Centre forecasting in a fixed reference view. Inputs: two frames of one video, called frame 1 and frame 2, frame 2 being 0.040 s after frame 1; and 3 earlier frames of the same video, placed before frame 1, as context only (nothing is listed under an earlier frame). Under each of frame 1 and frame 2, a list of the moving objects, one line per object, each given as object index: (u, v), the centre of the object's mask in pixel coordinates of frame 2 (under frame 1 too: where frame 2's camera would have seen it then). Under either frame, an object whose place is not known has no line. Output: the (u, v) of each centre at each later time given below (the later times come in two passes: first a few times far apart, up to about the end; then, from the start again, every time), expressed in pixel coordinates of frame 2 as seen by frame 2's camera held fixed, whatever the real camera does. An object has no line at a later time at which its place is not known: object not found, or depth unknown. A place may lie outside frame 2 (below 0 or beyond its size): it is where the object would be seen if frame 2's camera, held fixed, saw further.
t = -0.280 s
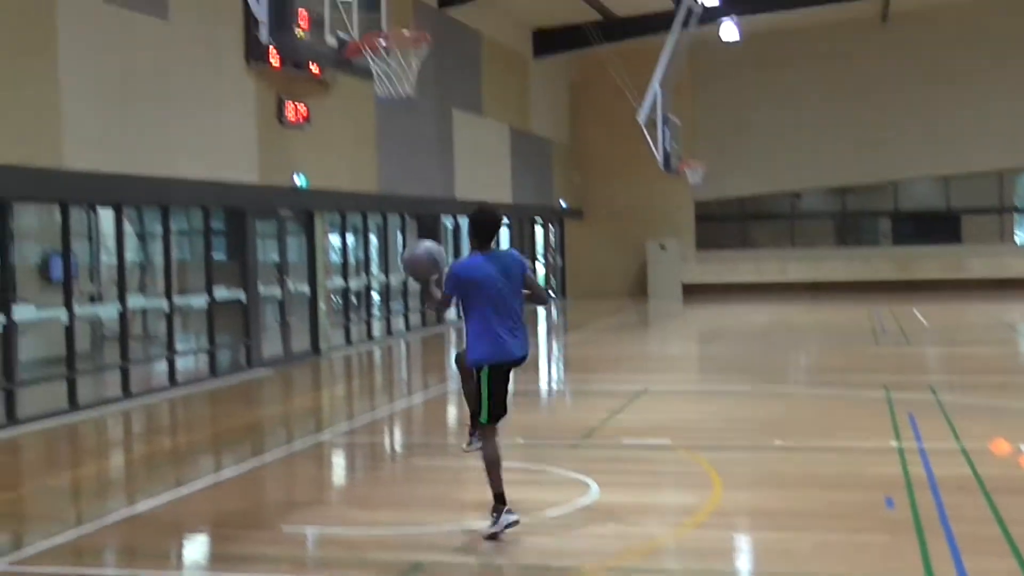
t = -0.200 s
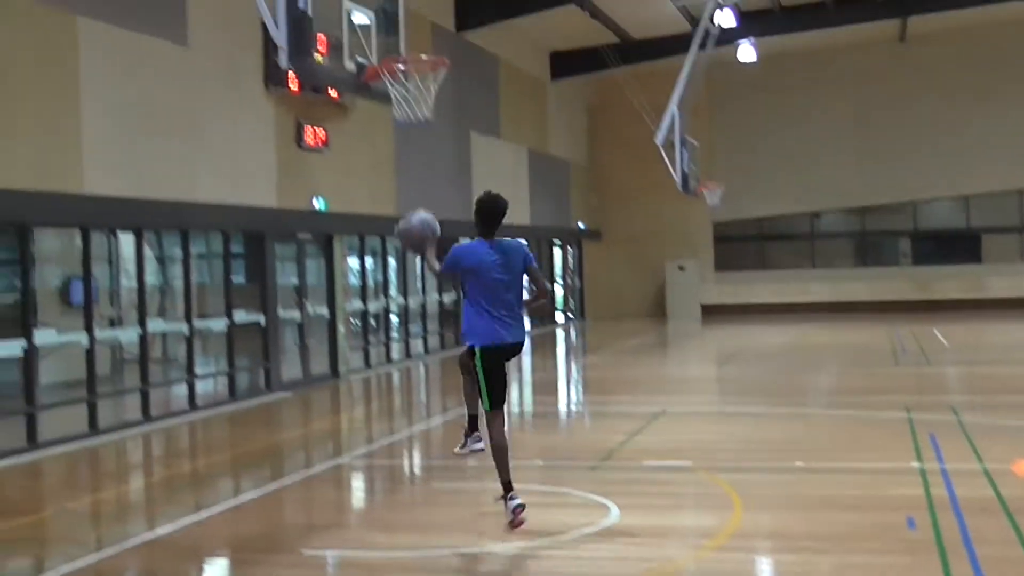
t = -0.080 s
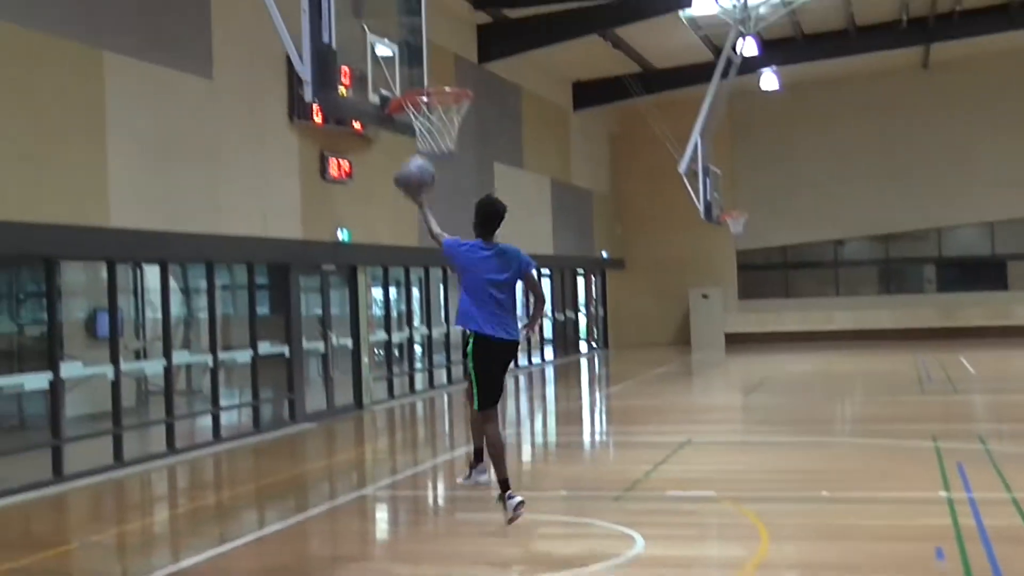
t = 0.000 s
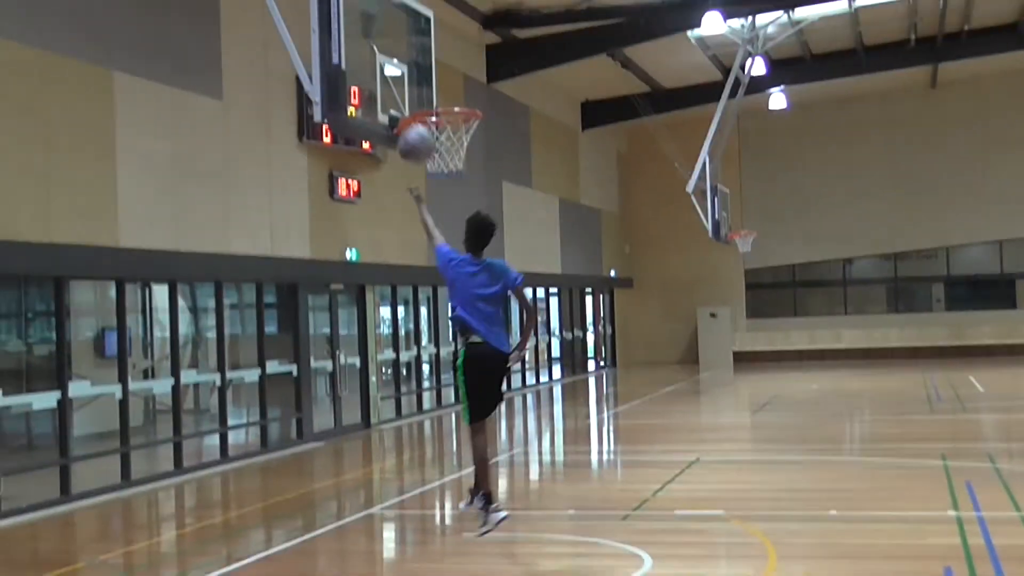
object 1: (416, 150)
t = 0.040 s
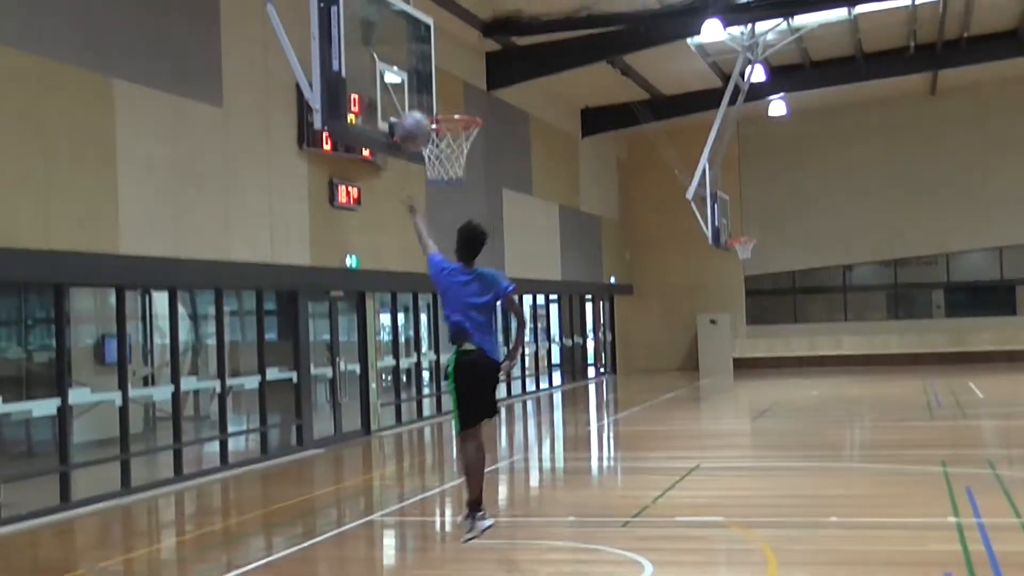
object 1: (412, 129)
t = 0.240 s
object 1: (399, 68)
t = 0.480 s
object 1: (421, 61)
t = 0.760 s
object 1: (462, 150)
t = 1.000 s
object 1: (460, 224)
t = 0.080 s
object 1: (412, 113)
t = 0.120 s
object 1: (408, 100)
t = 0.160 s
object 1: (403, 85)
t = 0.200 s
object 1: (401, 75)
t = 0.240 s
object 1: (399, 68)
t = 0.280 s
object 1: (397, 62)
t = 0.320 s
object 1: (400, 58)
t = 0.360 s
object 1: (406, 55)
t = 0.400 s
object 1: (411, 55)
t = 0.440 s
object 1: (416, 56)
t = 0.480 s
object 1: (421, 61)
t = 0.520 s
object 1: (428, 67)
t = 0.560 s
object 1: (433, 76)
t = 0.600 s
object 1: (439, 87)
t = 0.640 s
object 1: (445, 101)
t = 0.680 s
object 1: (451, 108)
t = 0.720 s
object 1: (456, 132)
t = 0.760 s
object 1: (462, 150)
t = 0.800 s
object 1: (461, 156)
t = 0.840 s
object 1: (459, 166)
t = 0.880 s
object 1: (460, 179)
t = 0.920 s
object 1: (461, 191)
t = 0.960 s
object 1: (461, 207)
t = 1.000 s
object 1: (460, 224)
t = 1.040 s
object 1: (461, 245)
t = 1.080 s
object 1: (462, 268)
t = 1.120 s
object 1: (464, 292)
